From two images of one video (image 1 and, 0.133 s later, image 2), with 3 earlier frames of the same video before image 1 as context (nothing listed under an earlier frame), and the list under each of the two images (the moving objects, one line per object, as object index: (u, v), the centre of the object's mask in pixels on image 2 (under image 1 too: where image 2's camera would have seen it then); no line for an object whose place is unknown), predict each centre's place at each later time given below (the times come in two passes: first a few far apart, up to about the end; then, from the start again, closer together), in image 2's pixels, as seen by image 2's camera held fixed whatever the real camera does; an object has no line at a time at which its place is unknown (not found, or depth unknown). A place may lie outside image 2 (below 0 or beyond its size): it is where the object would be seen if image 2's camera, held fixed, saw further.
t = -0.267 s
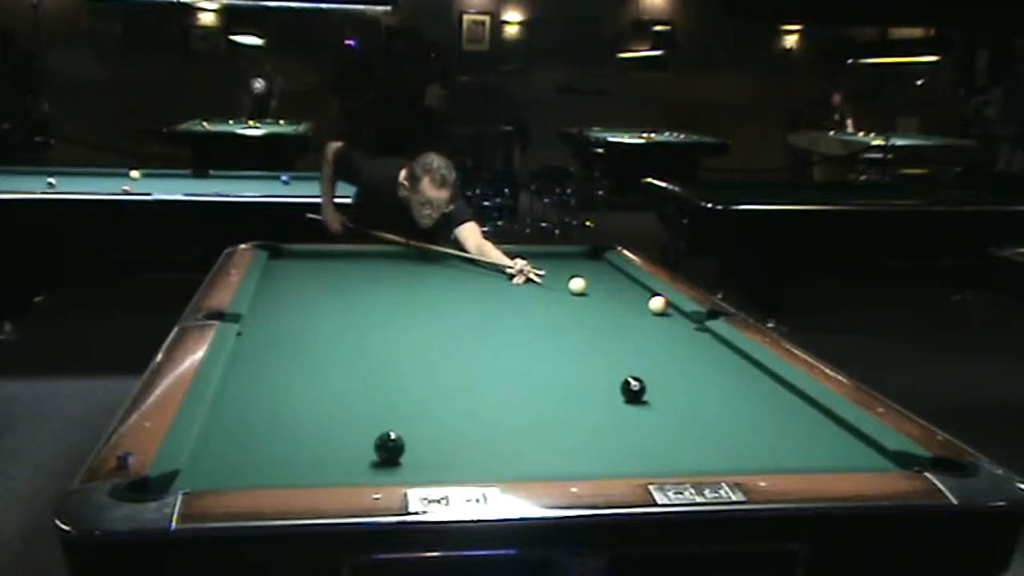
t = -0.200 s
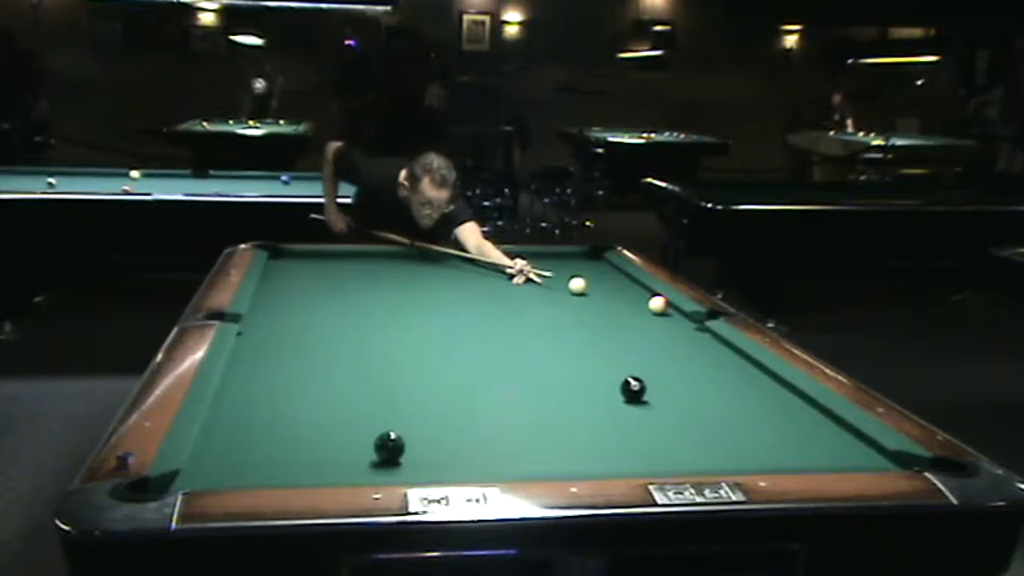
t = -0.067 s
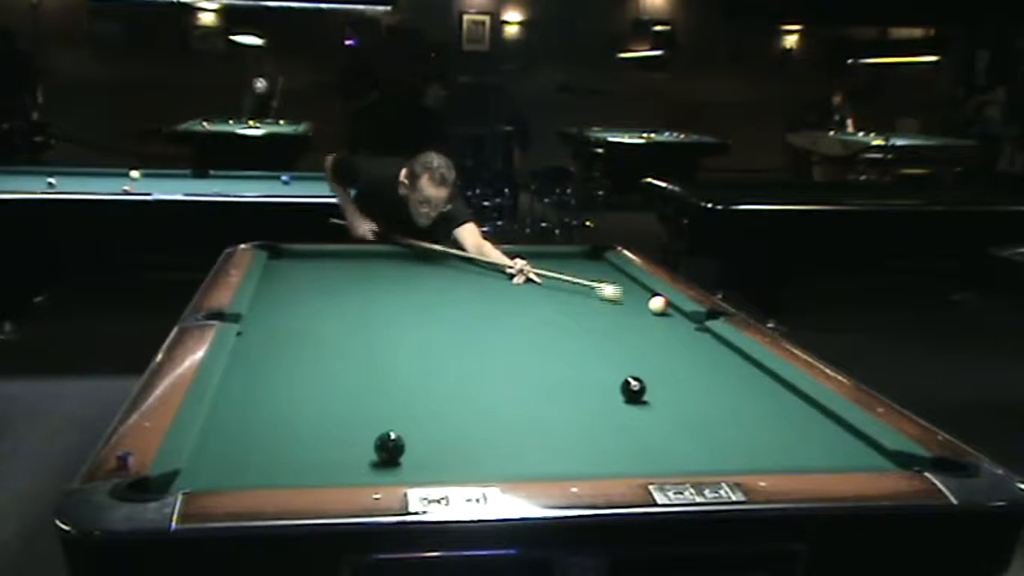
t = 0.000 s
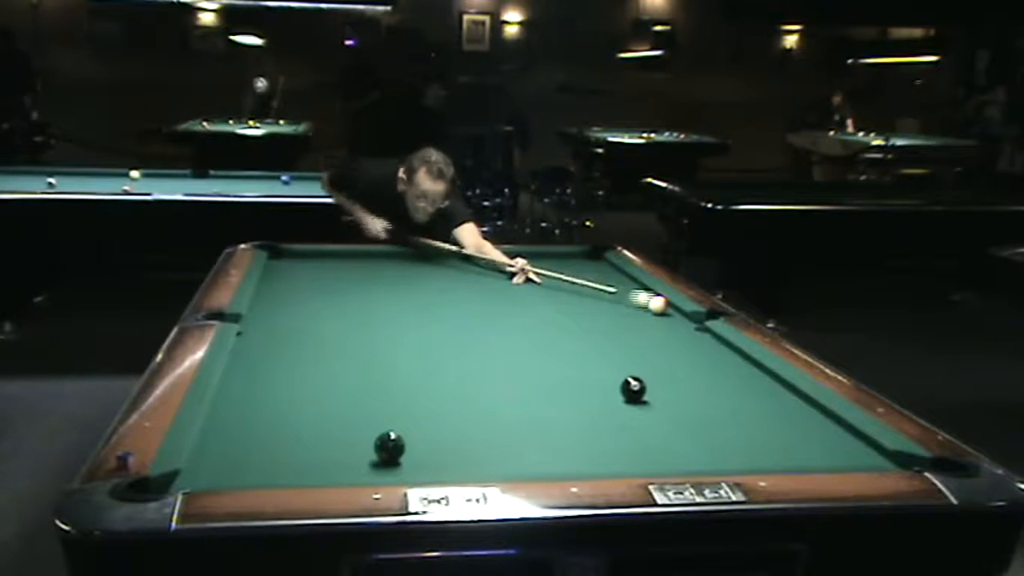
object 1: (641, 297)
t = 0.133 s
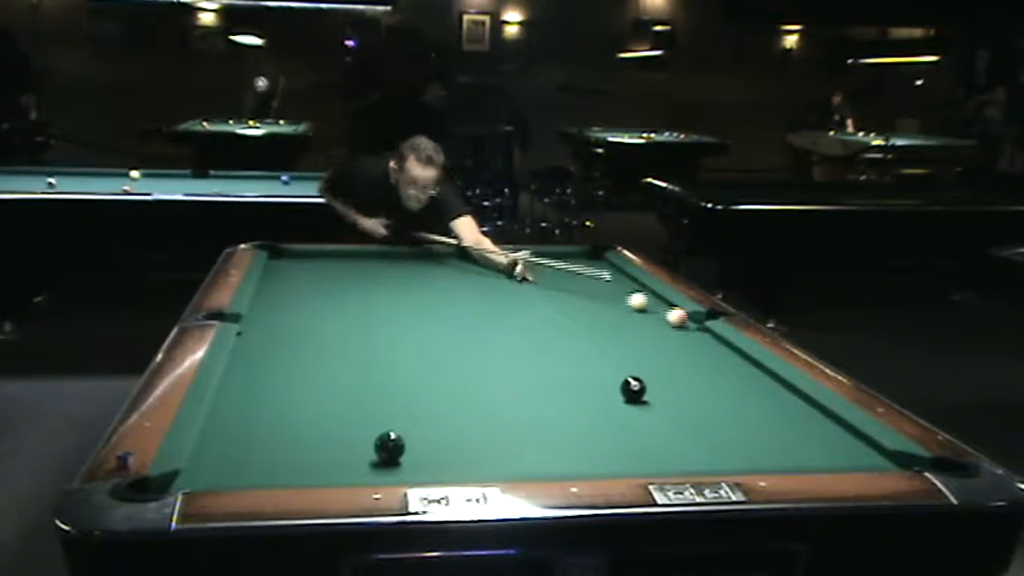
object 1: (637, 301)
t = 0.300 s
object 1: (606, 304)
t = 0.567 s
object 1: (562, 309)
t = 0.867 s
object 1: (512, 316)
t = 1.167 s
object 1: (460, 323)
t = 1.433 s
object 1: (413, 329)
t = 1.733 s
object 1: (360, 336)
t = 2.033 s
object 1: (306, 343)
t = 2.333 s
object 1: (252, 349)
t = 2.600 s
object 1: (262, 353)
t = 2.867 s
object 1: (284, 356)
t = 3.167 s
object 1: (307, 358)
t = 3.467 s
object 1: (328, 361)
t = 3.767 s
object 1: (344, 363)
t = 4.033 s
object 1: (355, 364)
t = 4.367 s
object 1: (366, 365)
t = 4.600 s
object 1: (372, 366)
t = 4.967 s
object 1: (376, 367)
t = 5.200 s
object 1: (376, 367)
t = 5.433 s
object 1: (377, 367)
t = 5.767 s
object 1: (377, 367)
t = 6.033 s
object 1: (376, 367)
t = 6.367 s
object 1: (376, 367)
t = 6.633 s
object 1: (377, 367)
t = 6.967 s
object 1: (377, 367)
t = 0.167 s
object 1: (630, 301)
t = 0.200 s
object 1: (623, 301)
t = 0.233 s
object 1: (617, 302)
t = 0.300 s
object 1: (606, 304)
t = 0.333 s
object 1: (601, 305)
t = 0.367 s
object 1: (596, 305)
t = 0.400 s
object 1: (590, 306)
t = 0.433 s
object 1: (584, 307)
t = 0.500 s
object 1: (573, 308)
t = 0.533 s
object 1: (568, 309)
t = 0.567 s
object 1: (562, 309)
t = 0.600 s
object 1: (557, 310)
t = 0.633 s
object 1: (551, 311)
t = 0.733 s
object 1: (535, 313)
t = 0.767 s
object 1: (529, 314)
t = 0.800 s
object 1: (523, 315)
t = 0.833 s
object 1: (517, 315)
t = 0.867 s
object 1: (512, 316)
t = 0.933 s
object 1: (500, 318)
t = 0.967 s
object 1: (495, 318)
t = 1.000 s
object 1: (489, 319)
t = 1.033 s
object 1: (483, 320)
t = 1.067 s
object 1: (477, 321)
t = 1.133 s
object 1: (466, 323)
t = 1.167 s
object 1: (460, 323)
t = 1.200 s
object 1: (454, 323)
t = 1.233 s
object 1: (449, 324)
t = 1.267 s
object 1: (443, 325)
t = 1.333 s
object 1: (431, 327)
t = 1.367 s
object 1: (425, 327)
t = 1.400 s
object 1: (419, 328)
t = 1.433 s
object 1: (413, 329)
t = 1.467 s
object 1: (407, 330)
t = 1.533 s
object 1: (396, 331)
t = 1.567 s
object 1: (390, 332)
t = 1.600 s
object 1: (384, 333)
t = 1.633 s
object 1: (378, 333)
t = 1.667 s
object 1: (372, 334)
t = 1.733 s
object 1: (360, 336)
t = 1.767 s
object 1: (354, 337)
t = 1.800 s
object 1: (348, 338)
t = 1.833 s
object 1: (342, 338)
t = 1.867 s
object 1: (336, 339)
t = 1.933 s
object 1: (324, 340)
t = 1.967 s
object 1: (319, 341)
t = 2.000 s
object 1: (312, 342)
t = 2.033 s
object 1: (306, 343)
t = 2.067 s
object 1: (300, 344)
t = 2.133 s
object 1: (288, 345)
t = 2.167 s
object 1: (283, 346)
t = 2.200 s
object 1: (276, 346)
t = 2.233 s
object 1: (270, 347)
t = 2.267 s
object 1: (264, 348)
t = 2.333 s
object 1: (252, 349)
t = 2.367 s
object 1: (246, 350)
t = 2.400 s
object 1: (243, 351)
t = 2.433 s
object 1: (246, 351)
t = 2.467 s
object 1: (250, 351)
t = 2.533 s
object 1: (256, 352)
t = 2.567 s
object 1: (259, 353)
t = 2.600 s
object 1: (262, 353)
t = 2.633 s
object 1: (264, 353)
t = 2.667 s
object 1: (268, 354)
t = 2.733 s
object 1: (273, 355)
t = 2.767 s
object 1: (276, 355)
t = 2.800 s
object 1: (279, 355)
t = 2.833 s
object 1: (281, 356)
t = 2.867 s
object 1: (284, 356)
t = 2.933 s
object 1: (290, 357)
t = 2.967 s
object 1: (292, 357)
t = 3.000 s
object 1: (295, 357)
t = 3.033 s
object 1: (297, 357)
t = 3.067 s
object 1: (300, 358)
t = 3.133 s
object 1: (305, 359)
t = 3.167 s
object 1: (307, 358)
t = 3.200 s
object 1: (310, 359)
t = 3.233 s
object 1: (312, 359)
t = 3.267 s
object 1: (314, 359)
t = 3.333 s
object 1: (319, 360)
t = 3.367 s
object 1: (321, 360)
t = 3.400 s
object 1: (323, 361)
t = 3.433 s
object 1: (325, 361)
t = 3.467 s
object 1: (328, 361)
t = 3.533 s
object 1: (331, 362)
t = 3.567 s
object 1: (333, 362)
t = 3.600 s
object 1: (335, 362)
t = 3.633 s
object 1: (337, 362)
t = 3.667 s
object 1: (339, 362)
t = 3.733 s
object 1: (342, 363)
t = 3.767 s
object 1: (344, 363)
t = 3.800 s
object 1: (345, 363)
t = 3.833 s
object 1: (347, 363)
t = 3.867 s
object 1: (348, 363)
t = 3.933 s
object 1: (351, 364)
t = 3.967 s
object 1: (352, 364)
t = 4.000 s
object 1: (353, 364)
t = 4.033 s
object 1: (355, 364)
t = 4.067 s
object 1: (357, 365)
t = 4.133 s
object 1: (359, 365)
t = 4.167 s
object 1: (360, 365)
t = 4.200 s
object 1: (361, 365)
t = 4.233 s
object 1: (362, 365)
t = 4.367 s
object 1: (366, 365)
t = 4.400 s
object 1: (367, 366)
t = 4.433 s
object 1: (368, 366)
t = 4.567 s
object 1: (371, 366)
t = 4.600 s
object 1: (372, 366)
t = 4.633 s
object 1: (372, 366)
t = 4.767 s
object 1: (374, 367)
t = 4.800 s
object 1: (375, 367)
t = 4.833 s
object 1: (375, 367)
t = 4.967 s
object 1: (376, 367)
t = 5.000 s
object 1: (376, 367)
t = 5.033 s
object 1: (376, 367)
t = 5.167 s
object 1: (376, 367)
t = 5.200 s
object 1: (376, 367)
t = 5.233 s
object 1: (376, 367)
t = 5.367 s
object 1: (377, 367)
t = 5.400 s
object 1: (376, 367)
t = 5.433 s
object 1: (377, 367)
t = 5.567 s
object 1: (377, 367)
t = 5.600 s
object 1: (377, 367)
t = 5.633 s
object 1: (377, 367)
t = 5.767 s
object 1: (377, 367)
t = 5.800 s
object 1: (377, 367)
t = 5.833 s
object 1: (377, 367)
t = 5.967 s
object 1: (376, 367)
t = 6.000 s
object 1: (376, 367)
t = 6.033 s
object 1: (376, 367)
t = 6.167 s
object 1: (376, 367)
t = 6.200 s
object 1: (376, 367)
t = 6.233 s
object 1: (376, 367)
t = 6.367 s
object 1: (376, 367)
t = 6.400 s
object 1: (376, 367)
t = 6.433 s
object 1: (376, 367)
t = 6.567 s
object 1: (376, 367)
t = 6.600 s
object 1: (376, 367)
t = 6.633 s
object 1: (377, 367)
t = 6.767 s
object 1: (376, 367)
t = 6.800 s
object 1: (376, 367)
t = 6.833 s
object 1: (376, 367)
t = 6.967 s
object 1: (377, 367)
